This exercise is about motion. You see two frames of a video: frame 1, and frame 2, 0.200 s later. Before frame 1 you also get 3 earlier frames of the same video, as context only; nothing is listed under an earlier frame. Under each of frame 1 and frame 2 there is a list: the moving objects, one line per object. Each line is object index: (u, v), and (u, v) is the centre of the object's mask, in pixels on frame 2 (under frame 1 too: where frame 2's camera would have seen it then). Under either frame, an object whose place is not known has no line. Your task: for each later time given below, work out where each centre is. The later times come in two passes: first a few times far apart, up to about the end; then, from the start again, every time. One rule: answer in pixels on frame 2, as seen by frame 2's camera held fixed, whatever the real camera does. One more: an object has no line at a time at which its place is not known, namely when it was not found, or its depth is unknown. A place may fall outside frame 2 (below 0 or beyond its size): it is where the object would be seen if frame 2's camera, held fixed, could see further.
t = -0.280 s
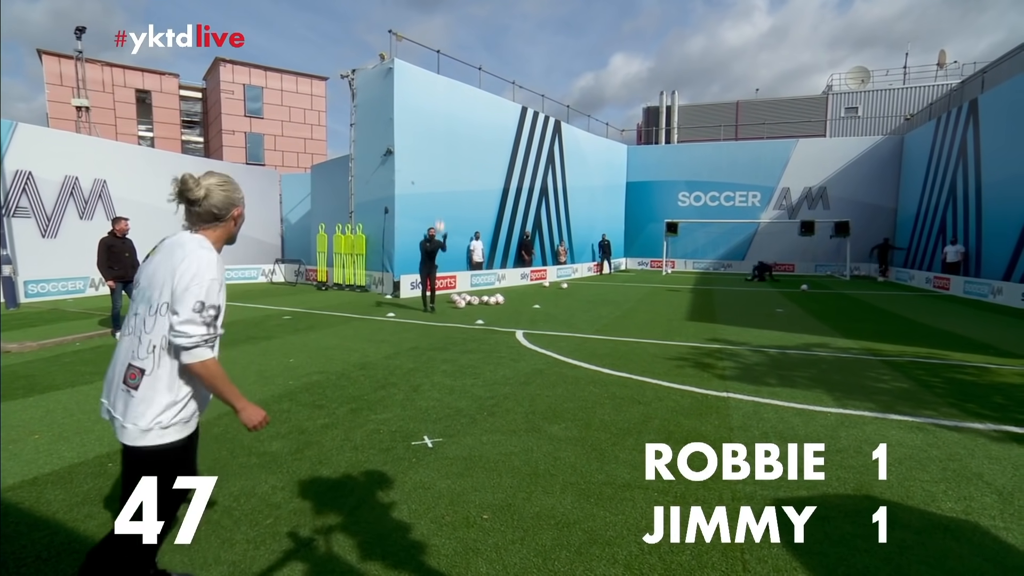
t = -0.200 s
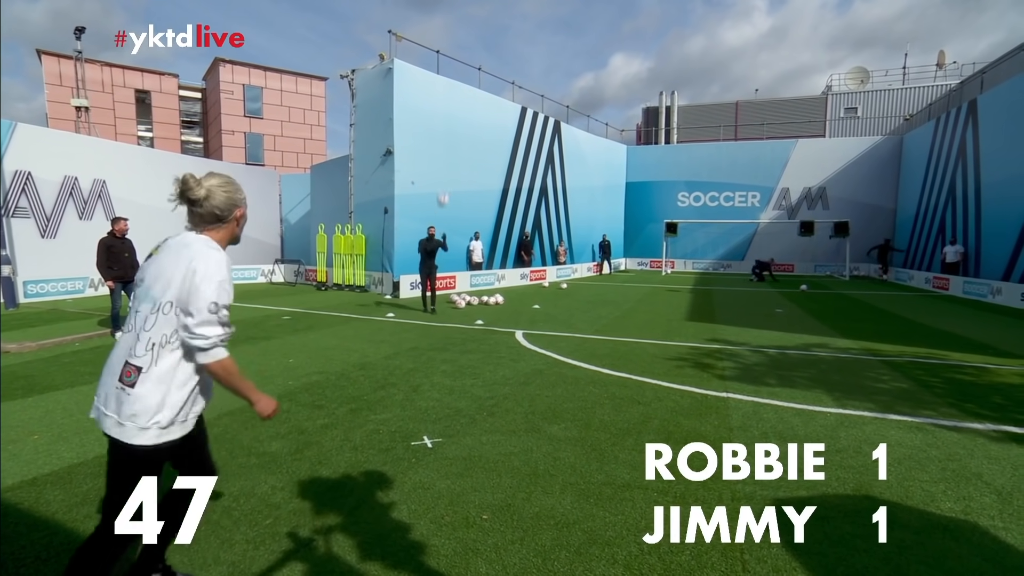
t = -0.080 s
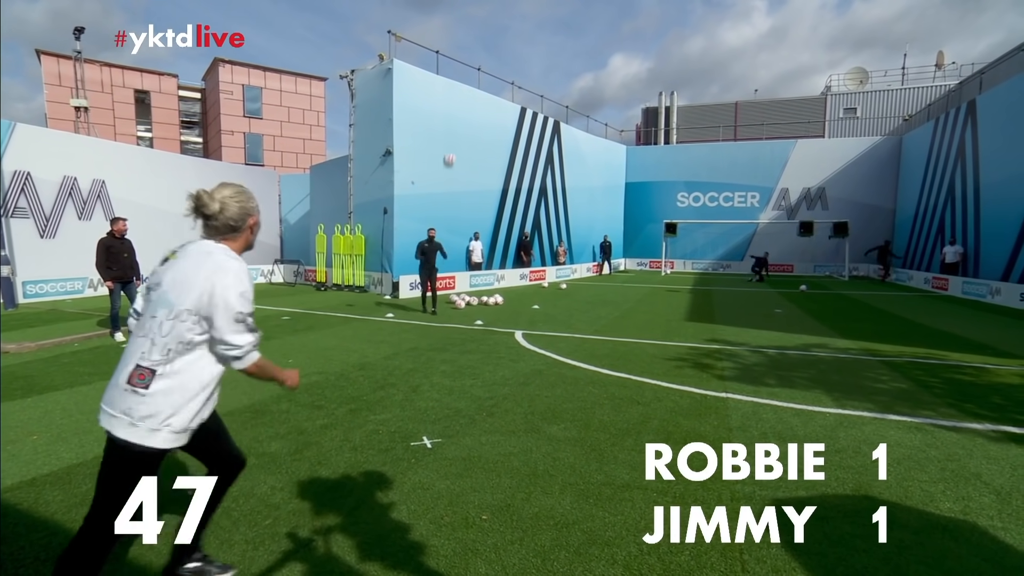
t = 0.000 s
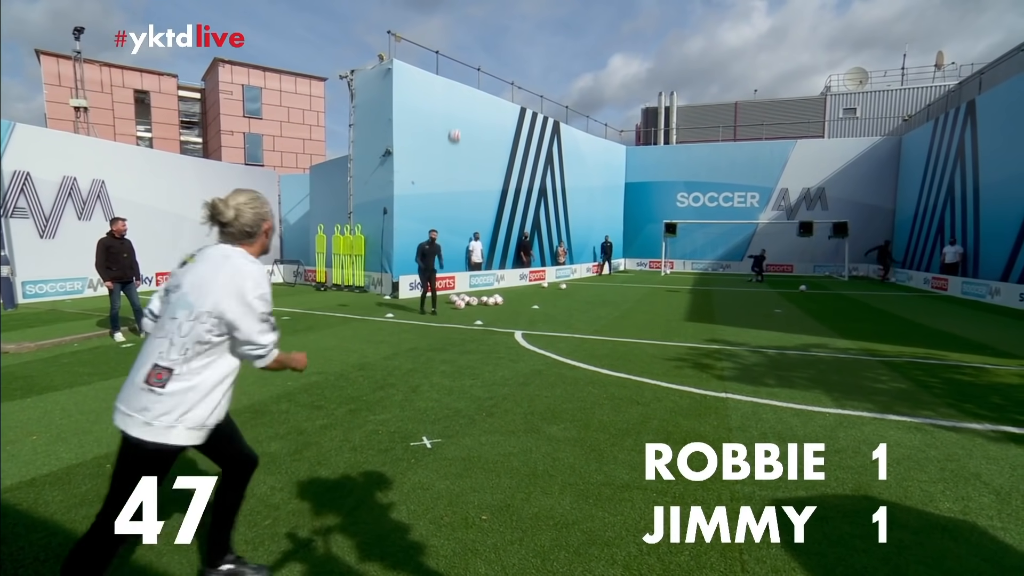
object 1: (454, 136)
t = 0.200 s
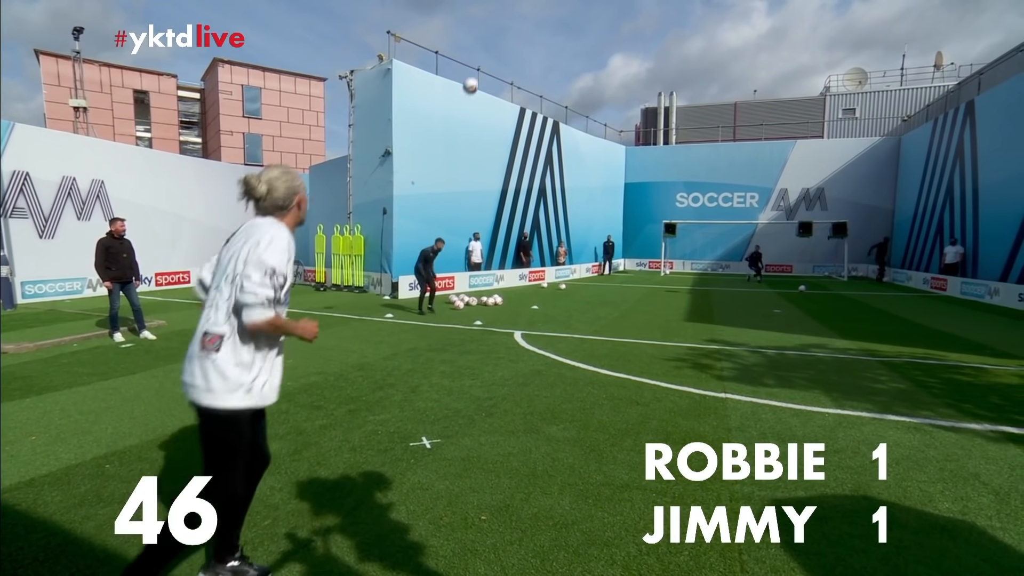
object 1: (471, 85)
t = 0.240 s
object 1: (475, 77)
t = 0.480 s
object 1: (502, 47)
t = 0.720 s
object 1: (540, 63)
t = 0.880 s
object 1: (575, 115)
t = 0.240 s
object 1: (475, 77)
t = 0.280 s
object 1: (478, 69)
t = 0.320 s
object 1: (483, 63)
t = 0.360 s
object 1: (487, 58)
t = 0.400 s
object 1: (492, 53)
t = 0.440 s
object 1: (497, 49)
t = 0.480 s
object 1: (502, 47)
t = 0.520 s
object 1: (507, 46)
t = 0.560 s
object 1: (513, 46)
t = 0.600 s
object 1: (519, 48)
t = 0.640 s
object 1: (526, 51)
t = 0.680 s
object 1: (533, 56)
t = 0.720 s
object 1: (540, 63)
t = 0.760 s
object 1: (547, 72)
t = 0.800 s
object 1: (555, 84)
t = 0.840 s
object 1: (564, 98)
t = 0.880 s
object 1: (575, 115)
